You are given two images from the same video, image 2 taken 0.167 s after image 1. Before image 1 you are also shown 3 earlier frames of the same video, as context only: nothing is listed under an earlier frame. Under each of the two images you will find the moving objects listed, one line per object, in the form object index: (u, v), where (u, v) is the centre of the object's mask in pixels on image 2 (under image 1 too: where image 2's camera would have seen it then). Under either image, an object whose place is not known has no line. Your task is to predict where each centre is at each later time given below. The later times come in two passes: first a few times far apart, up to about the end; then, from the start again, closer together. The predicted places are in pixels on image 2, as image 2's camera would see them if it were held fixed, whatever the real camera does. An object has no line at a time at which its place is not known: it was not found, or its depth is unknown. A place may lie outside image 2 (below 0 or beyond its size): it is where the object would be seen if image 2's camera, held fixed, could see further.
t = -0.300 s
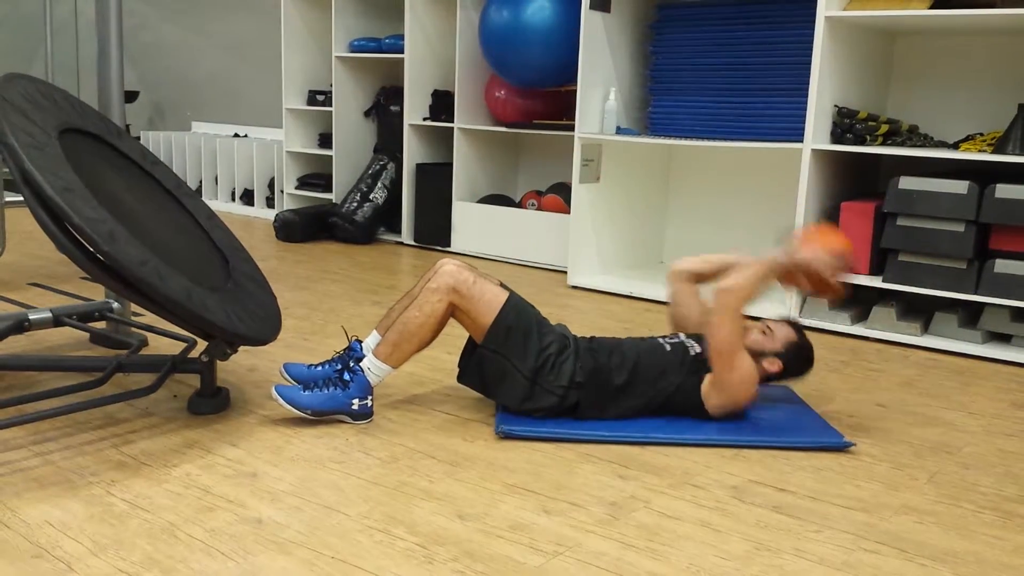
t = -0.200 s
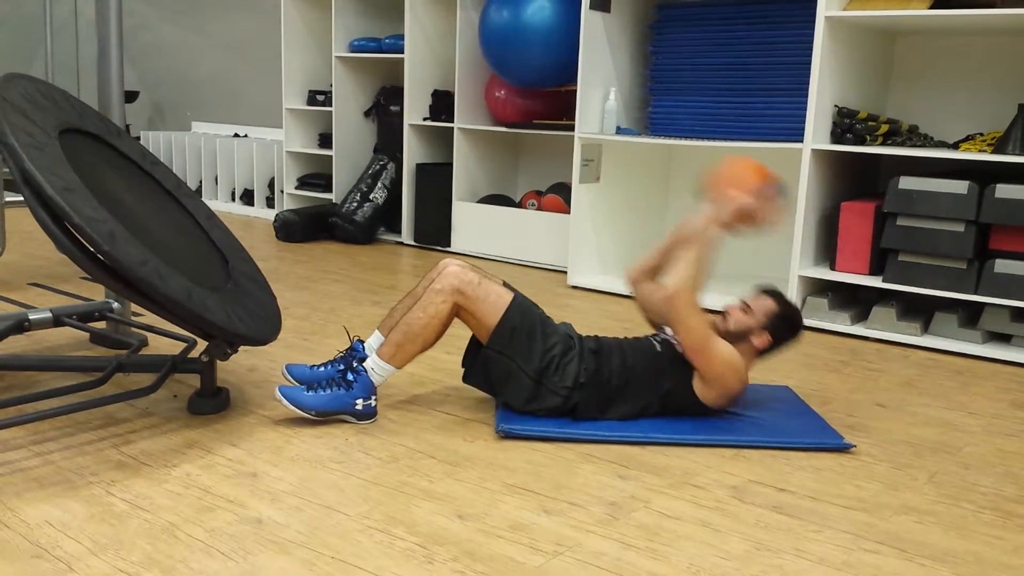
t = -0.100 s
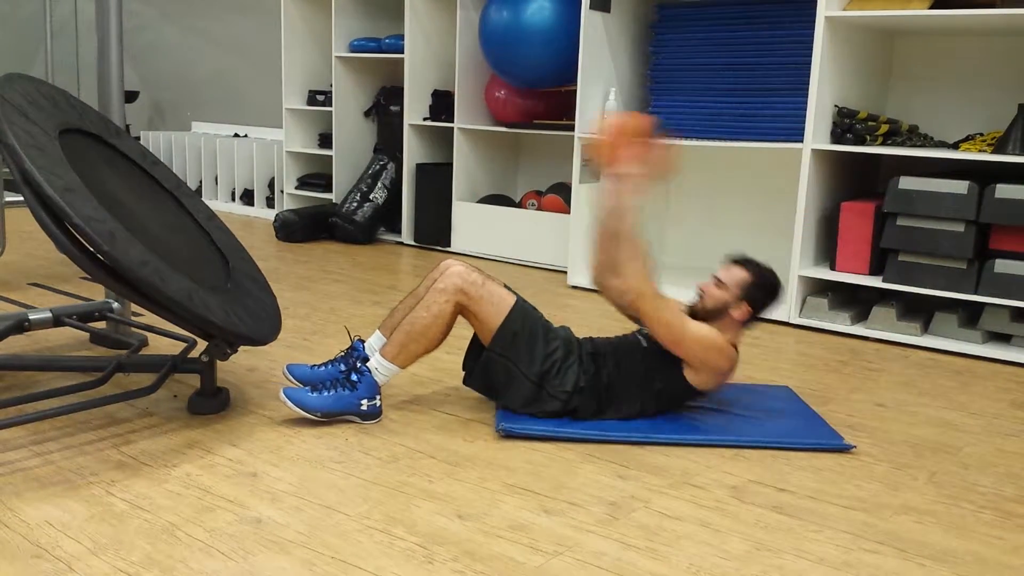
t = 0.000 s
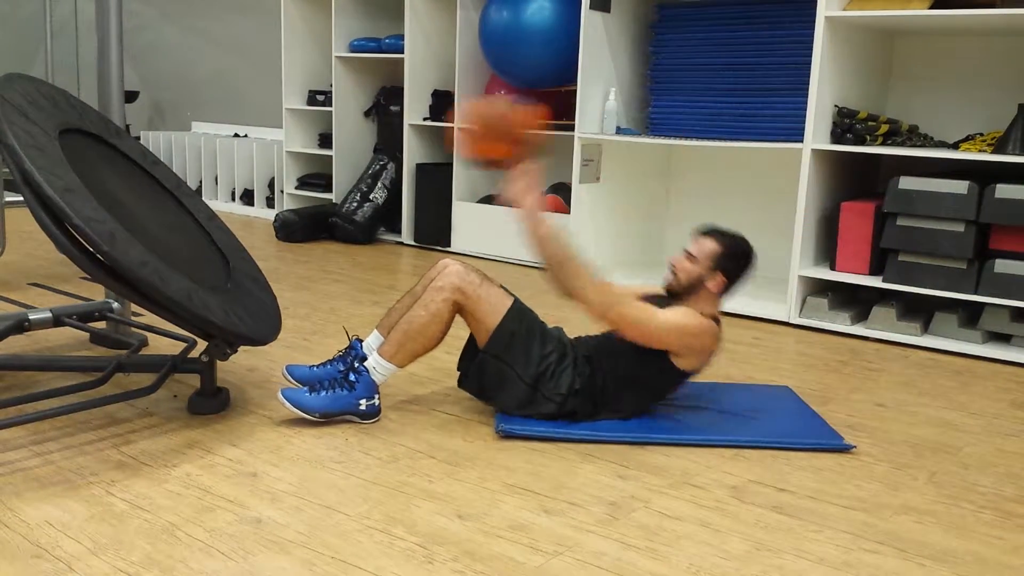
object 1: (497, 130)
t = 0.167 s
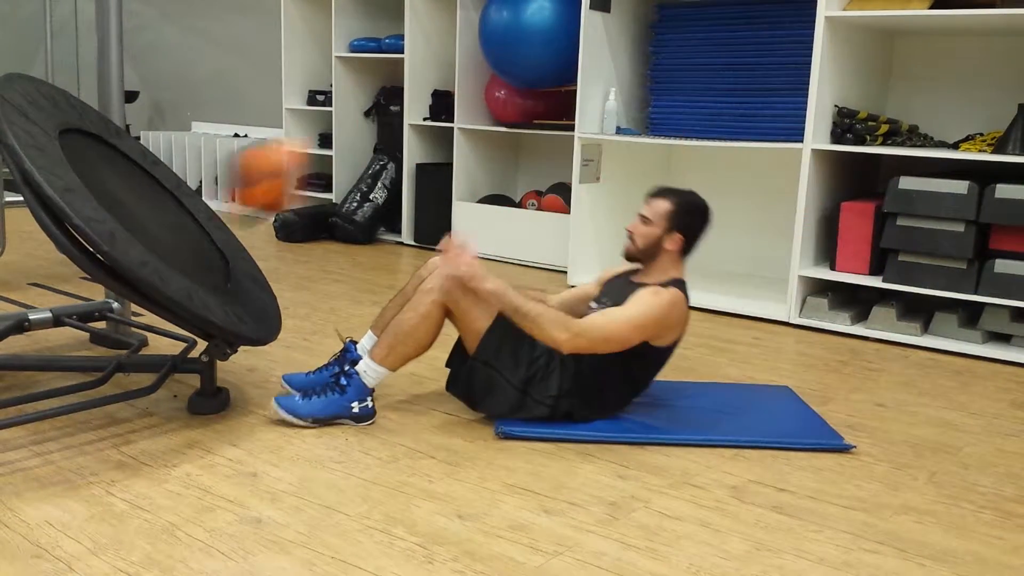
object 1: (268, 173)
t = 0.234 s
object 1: (176, 222)
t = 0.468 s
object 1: (333, 56)
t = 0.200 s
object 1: (214, 201)
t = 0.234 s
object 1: (176, 222)
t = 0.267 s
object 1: (169, 215)
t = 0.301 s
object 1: (187, 190)
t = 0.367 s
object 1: (247, 120)
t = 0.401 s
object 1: (271, 97)
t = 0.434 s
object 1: (300, 76)
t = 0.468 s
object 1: (333, 56)
